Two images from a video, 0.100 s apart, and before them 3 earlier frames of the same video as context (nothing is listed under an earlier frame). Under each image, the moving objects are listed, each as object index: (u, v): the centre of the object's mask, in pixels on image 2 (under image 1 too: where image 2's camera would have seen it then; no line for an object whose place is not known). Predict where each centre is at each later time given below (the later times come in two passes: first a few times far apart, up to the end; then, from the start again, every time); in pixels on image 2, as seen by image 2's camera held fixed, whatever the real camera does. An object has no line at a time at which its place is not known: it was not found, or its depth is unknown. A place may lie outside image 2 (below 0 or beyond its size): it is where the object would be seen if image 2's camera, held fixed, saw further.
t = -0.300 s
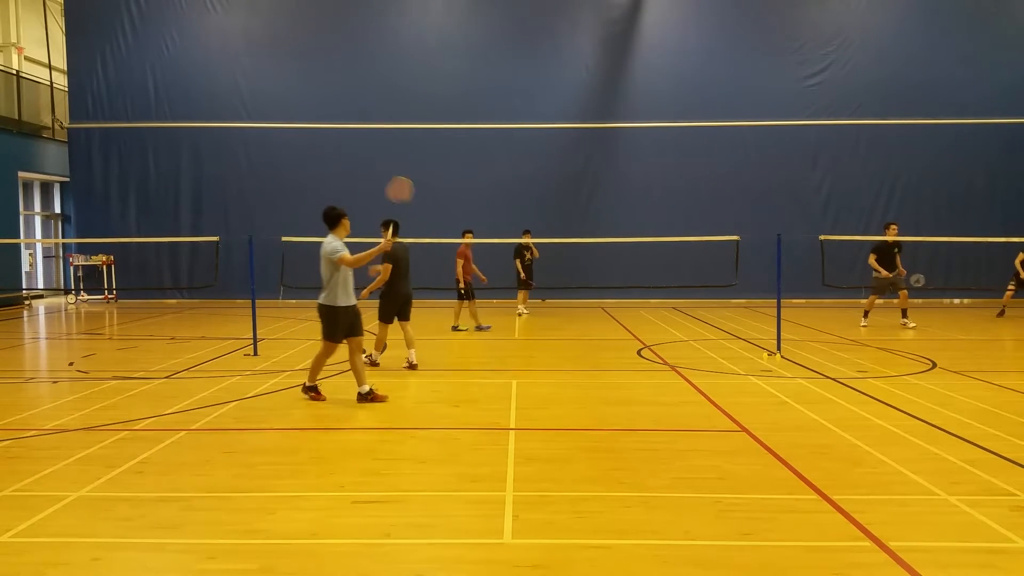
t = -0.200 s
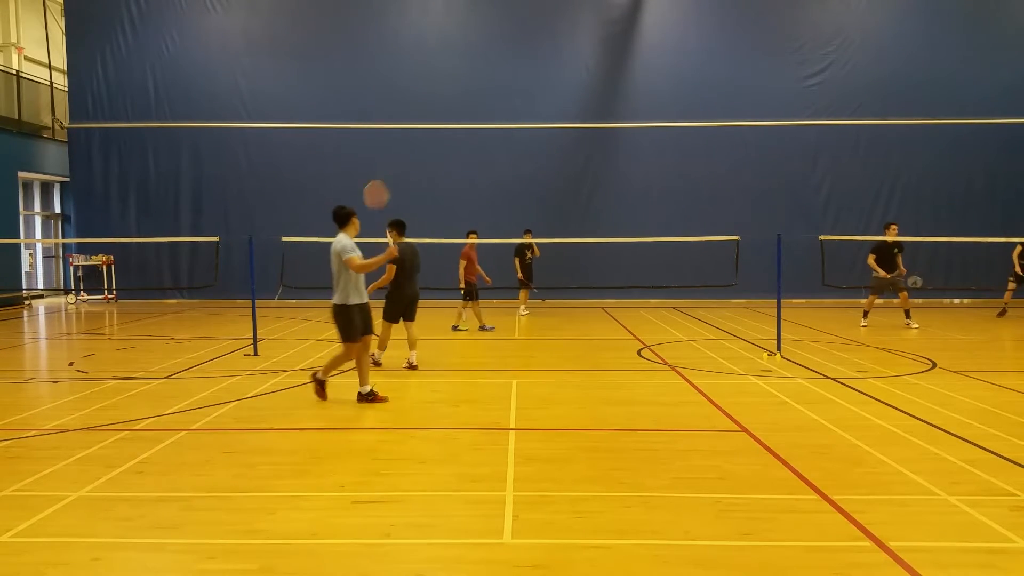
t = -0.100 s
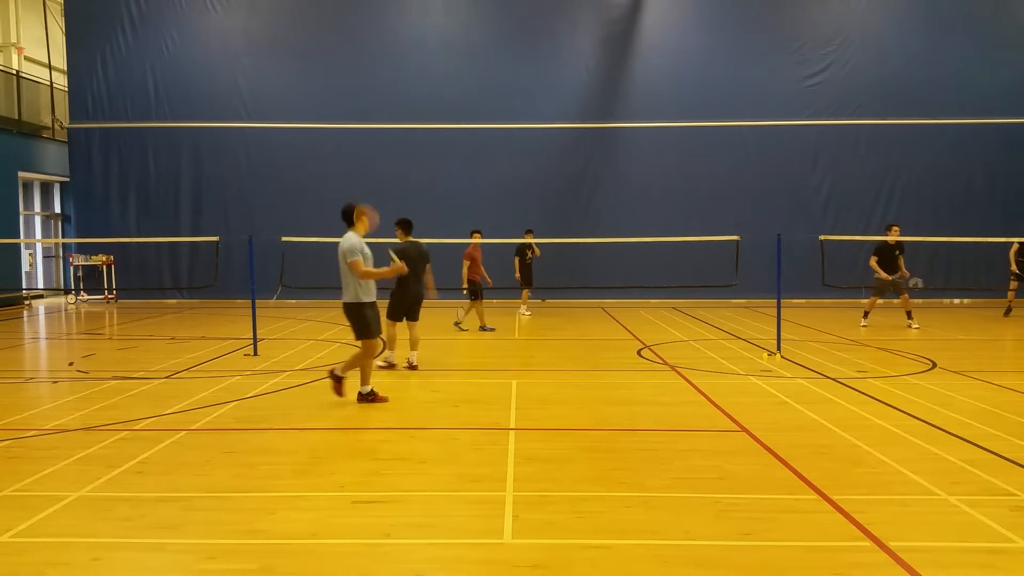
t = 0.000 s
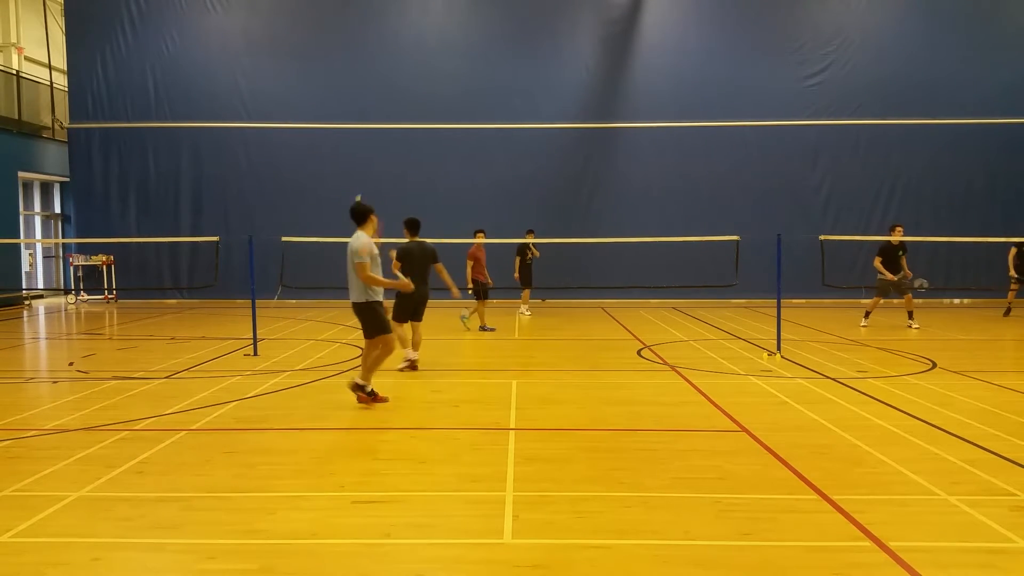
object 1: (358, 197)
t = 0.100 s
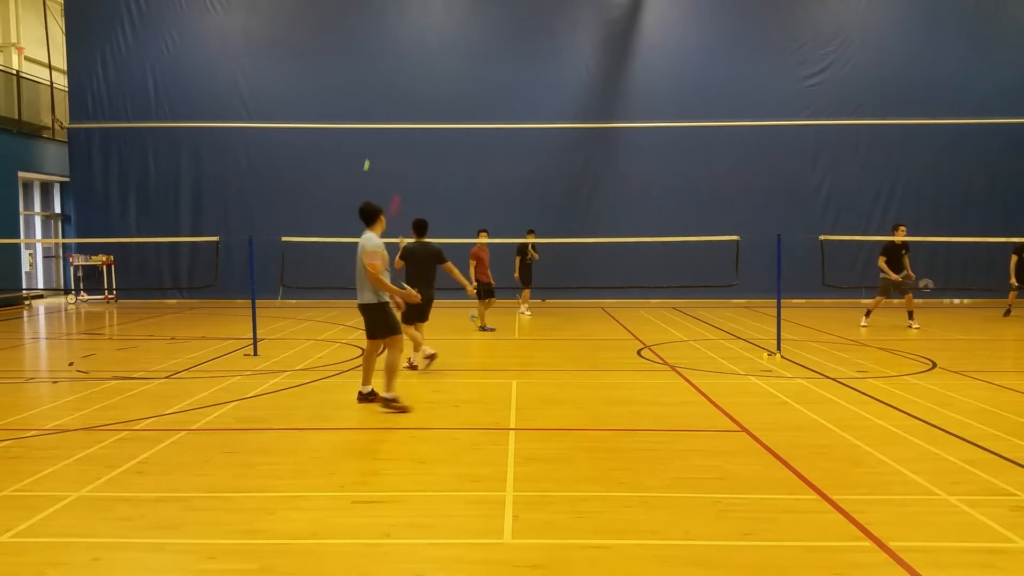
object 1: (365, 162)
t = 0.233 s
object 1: (372, 134)
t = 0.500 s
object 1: (384, 122)
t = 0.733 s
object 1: (394, 148)
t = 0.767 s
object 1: (395, 154)
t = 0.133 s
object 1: (366, 155)
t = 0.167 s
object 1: (369, 147)
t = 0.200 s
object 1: (371, 140)
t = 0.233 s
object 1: (372, 134)
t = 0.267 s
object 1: (374, 131)
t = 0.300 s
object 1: (375, 128)
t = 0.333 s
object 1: (377, 124)
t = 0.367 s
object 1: (379, 123)
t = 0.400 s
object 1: (380, 122)
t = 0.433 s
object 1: (382, 122)
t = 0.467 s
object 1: (383, 122)
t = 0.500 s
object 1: (384, 122)
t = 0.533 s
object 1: (386, 123)
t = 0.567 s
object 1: (387, 127)
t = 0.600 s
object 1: (389, 130)
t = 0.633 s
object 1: (389, 133)
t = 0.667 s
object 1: (391, 138)
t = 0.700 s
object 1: (392, 143)
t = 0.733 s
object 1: (394, 148)
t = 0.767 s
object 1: (395, 154)
